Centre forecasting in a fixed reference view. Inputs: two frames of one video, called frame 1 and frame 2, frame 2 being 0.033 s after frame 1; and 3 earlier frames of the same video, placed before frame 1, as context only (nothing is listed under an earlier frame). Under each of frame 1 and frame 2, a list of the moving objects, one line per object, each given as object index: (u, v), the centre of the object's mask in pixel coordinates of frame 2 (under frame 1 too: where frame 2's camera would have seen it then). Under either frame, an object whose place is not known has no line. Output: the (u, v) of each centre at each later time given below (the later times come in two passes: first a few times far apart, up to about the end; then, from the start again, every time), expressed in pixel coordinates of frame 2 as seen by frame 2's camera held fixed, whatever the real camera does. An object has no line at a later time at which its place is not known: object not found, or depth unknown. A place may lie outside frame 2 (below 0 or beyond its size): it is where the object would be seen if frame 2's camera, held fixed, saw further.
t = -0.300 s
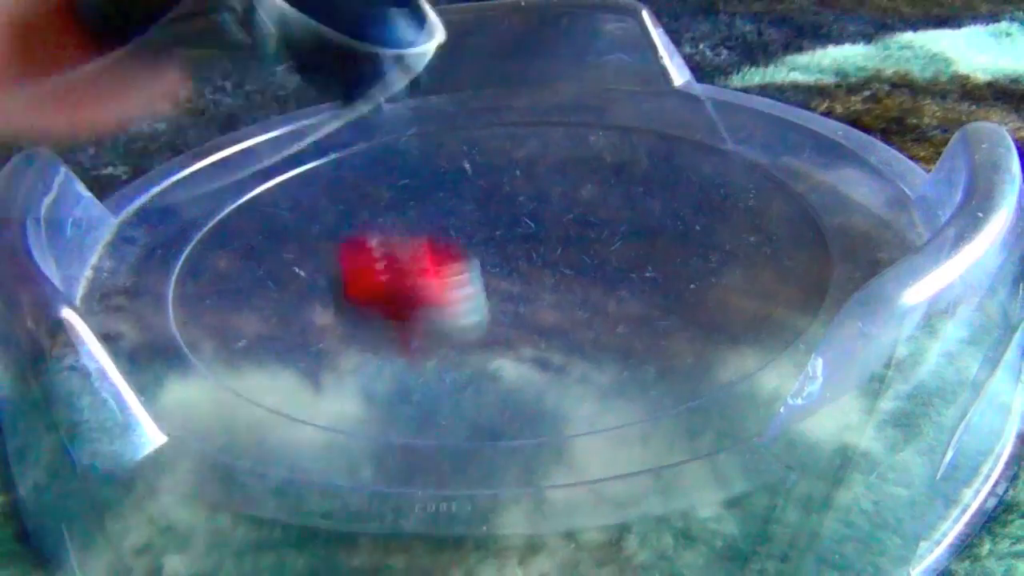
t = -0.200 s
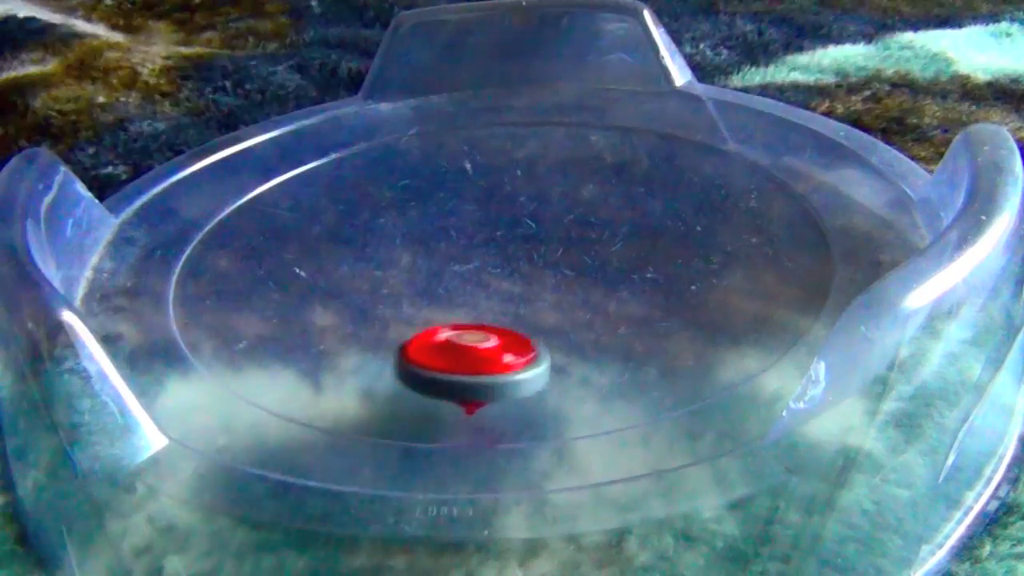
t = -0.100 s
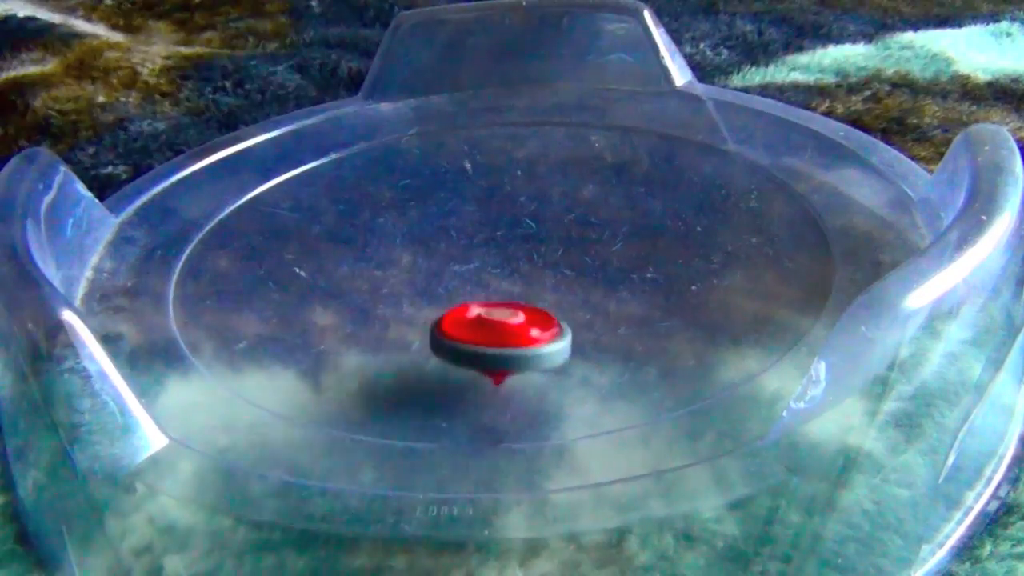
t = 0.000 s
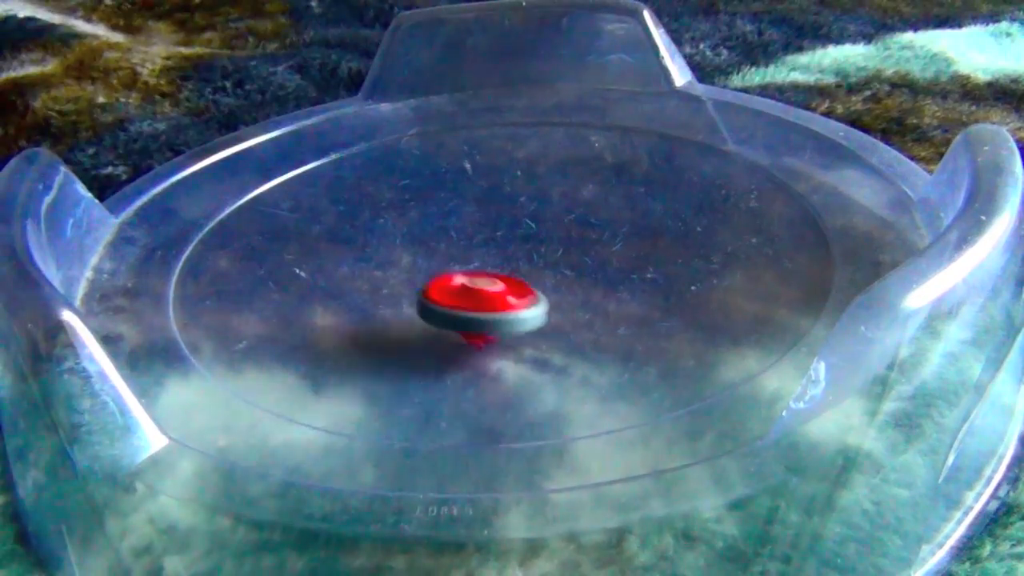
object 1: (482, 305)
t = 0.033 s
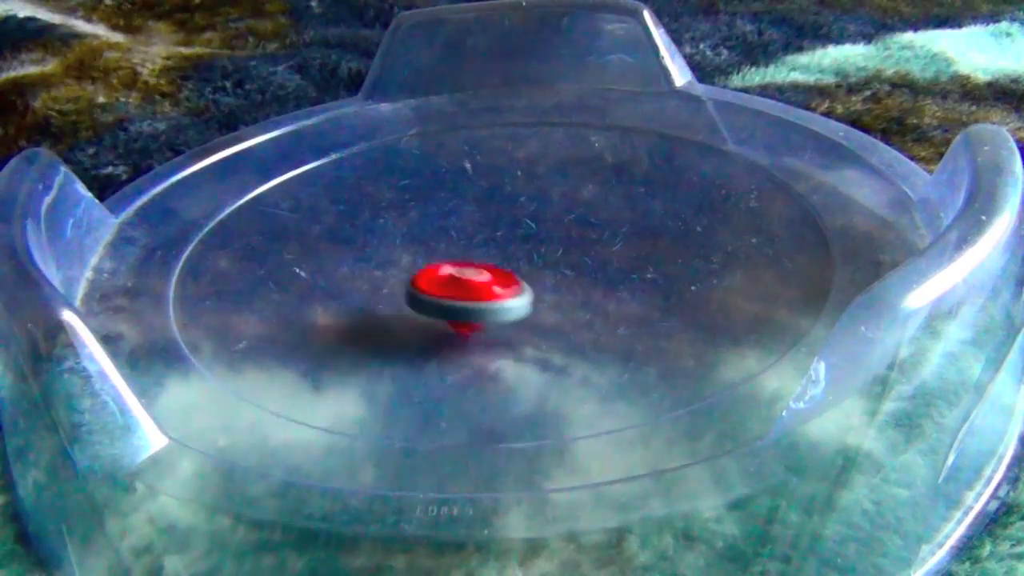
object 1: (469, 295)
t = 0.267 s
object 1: (330, 249)
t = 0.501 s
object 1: (207, 249)
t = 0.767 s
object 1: (197, 264)
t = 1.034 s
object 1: (255, 268)
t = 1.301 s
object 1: (339, 252)
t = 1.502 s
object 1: (363, 217)
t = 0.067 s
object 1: (453, 285)
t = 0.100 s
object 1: (434, 276)
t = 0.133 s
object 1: (416, 269)
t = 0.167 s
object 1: (396, 263)
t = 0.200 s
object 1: (373, 258)
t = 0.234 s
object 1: (352, 253)
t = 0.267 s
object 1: (330, 249)
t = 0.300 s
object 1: (309, 247)
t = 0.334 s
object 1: (288, 245)
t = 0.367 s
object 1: (268, 244)
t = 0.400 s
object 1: (251, 245)
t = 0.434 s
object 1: (235, 246)
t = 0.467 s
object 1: (220, 247)
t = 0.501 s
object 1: (207, 249)
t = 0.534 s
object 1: (197, 250)
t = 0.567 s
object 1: (189, 251)
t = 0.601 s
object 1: (185, 252)
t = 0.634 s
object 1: (183, 254)
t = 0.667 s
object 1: (185, 257)
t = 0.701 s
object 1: (188, 260)
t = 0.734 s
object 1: (193, 262)
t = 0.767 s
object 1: (197, 264)
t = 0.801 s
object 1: (202, 265)
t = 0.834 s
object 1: (207, 267)
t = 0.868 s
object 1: (214, 267)
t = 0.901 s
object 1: (221, 268)
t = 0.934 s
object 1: (230, 268)
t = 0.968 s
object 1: (238, 268)
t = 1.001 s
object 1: (246, 268)
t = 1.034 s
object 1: (255, 268)
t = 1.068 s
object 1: (265, 270)
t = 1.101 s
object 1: (274, 270)
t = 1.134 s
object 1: (285, 269)
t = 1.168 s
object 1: (297, 268)
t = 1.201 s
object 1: (308, 265)
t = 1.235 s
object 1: (319, 261)
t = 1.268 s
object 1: (329, 257)
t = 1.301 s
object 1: (339, 252)
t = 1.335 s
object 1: (347, 247)
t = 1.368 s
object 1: (354, 241)
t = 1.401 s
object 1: (359, 235)
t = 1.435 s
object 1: (362, 229)
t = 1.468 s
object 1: (363, 223)
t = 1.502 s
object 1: (363, 217)
